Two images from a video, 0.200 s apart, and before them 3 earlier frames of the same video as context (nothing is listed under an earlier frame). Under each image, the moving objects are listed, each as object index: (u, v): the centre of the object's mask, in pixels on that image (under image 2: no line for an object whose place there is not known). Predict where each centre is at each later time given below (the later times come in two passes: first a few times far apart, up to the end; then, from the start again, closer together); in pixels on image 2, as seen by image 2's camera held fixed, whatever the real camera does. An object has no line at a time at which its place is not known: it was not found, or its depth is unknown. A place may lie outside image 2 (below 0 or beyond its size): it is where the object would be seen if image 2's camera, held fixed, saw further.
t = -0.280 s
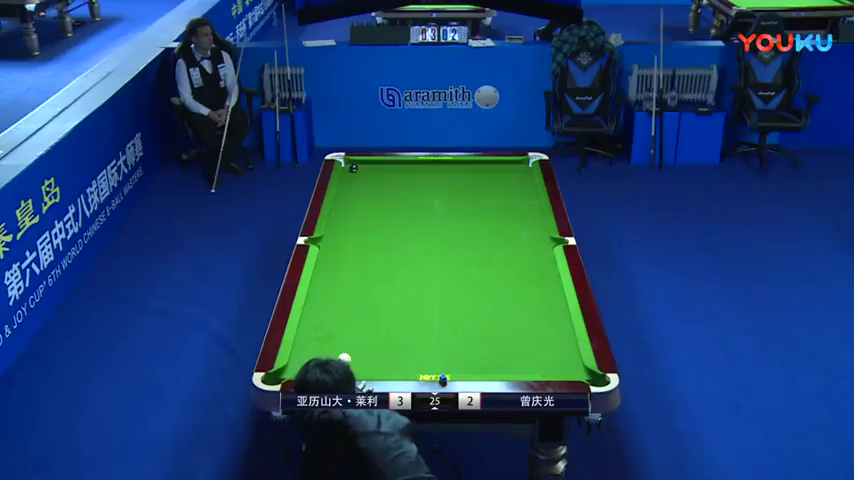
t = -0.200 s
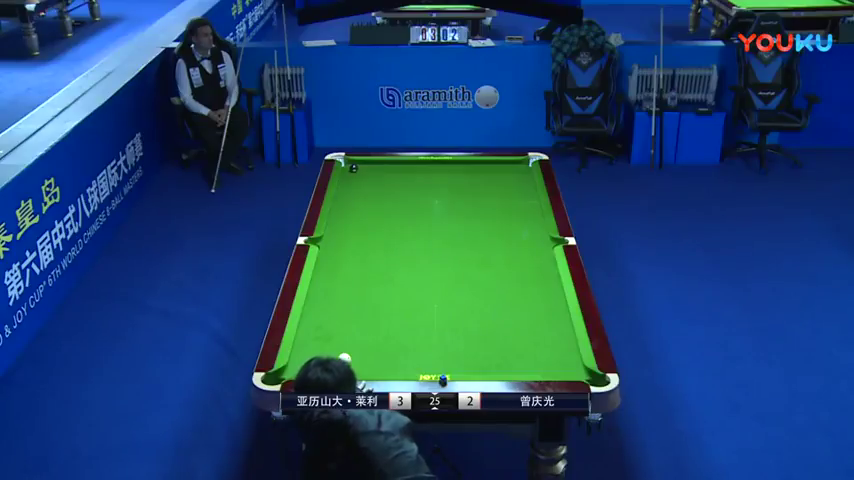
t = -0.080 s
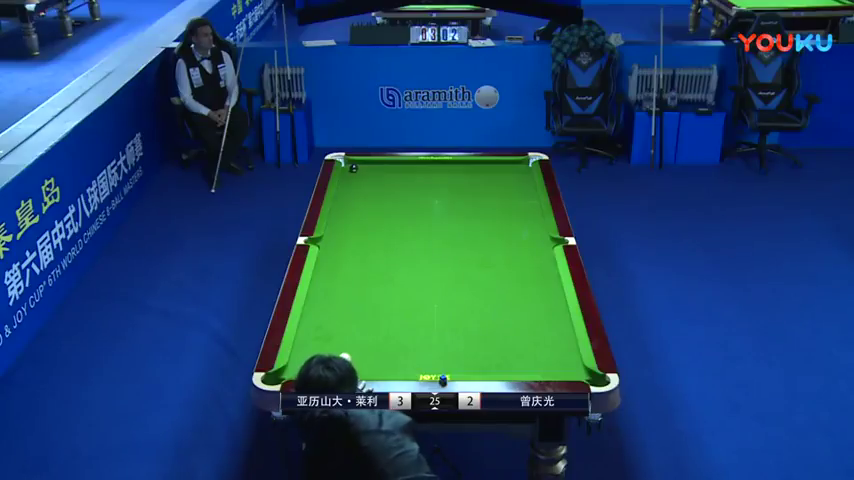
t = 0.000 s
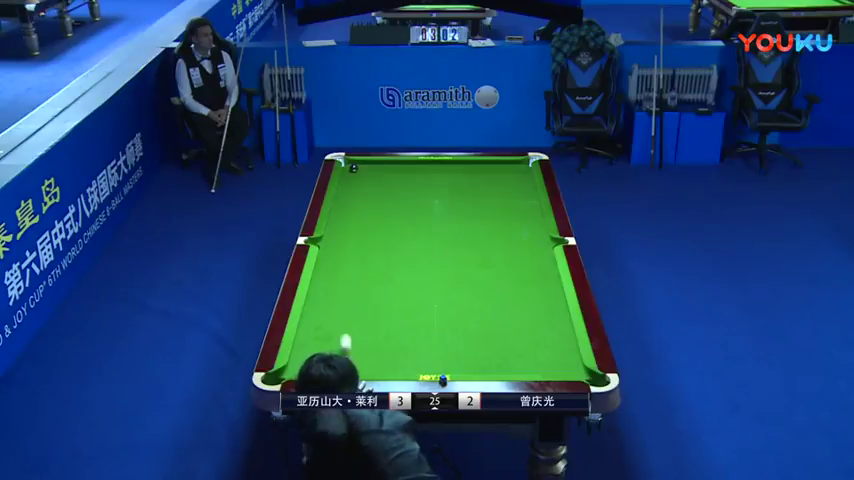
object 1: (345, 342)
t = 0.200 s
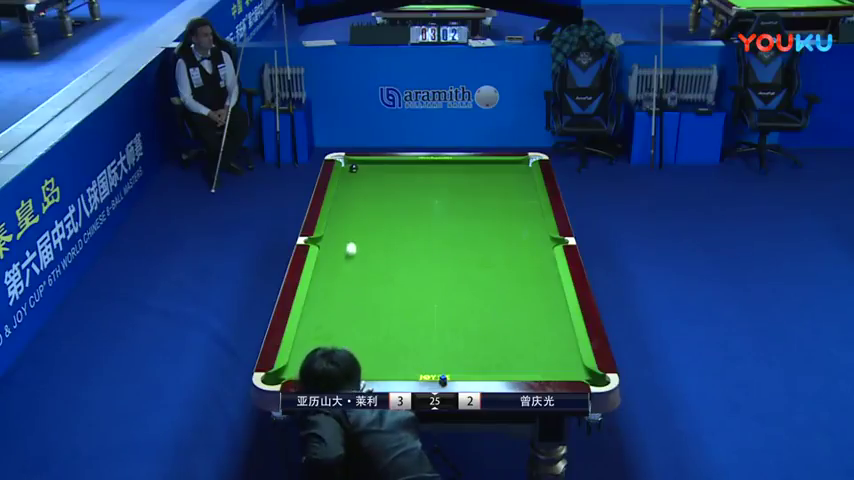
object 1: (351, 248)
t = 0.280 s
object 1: (353, 220)
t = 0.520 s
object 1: (367, 167)
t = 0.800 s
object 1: (414, 165)
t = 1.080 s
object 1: (459, 173)
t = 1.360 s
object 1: (503, 180)
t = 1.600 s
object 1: (525, 187)
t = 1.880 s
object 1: (499, 197)
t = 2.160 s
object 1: (474, 207)
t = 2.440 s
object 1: (448, 217)
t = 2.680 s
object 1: (425, 226)
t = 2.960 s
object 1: (399, 236)
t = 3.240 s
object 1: (371, 244)
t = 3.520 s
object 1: (345, 257)
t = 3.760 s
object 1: (321, 266)
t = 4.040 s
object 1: (330, 273)
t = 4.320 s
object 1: (341, 280)
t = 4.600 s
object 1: (352, 287)
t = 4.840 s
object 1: (360, 293)
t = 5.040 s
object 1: (367, 297)
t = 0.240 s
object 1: (352, 234)
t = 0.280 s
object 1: (353, 220)
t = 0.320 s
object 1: (354, 208)
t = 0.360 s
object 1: (354, 197)
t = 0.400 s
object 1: (355, 186)
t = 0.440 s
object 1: (356, 176)
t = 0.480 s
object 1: (359, 169)
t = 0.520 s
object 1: (367, 167)
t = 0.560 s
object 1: (375, 166)
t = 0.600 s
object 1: (382, 165)
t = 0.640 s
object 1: (389, 163)
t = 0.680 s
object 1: (396, 162)
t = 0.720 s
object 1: (402, 163)
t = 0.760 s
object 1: (408, 164)
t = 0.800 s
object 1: (414, 165)
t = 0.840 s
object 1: (421, 166)
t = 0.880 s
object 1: (427, 167)
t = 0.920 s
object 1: (433, 168)
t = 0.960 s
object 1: (440, 169)
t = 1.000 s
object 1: (446, 170)
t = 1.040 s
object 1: (452, 171)
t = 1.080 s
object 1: (459, 173)
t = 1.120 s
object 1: (465, 174)
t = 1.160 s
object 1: (471, 175)
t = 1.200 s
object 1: (477, 176)
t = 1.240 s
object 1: (484, 177)
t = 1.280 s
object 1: (490, 178)
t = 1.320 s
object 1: (497, 179)
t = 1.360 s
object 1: (503, 180)
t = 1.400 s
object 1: (509, 181)
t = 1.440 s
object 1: (516, 182)
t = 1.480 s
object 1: (522, 184)
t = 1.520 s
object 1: (529, 185)
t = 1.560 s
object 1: (529, 186)
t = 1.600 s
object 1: (525, 187)
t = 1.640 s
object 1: (521, 189)
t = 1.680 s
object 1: (517, 190)
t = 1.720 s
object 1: (513, 192)
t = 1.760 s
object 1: (510, 193)
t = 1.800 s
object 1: (506, 194)
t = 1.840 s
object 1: (503, 196)
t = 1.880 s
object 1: (499, 197)
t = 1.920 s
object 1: (495, 199)
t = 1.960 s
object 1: (492, 200)
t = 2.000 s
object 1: (488, 201)
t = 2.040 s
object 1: (485, 203)
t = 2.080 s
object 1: (481, 204)
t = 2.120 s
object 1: (478, 206)
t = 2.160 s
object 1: (474, 207)
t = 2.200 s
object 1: (470, 208)
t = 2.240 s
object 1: (466, 210)
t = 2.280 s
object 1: (463, 211)
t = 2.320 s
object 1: (459, 213)
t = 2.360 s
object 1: (455, 214)
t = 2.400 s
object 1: (452, 216)
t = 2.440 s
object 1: (448, 217)
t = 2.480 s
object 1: (444, 219)
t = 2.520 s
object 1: (440, 220)
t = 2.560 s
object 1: (437, 221)
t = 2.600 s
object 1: (433, 223)
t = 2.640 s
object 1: (429, 224)
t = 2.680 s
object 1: (425, 226)
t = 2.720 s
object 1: (422, 227)
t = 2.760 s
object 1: (418, 229)
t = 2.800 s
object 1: (414, 230)
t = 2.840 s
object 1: (410, 231)
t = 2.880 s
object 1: (407, 233)
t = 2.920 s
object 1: (403, 235)
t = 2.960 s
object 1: (399, 236)
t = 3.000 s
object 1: (395, 237)
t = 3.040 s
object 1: (391, 239)
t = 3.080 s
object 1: (388, 240)
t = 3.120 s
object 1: (384, 239)
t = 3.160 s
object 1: (381, 239)
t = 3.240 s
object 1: (371, 244)
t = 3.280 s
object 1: (368, 248)
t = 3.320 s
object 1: (364, 249)
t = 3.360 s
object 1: (360, 251)
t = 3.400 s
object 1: (357, 252)
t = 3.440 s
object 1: (353, 254)
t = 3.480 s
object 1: (349, 255)
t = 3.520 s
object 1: (345, 257)
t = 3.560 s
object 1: (341, 258)
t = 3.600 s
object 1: (337, 260)
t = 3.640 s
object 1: (333, 261)
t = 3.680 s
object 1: (329, 263)
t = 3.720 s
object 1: (325, 264)
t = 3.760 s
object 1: (321, 266)
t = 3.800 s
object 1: (320, 267)
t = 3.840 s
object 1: (322, 268)
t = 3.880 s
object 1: (324, 269)
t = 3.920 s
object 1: (326, 270)
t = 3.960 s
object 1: (327, 271)
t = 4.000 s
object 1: (329, 272)
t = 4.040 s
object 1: (330, 273)
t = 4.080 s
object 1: (332, 274)
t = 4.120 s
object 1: (333, 275)
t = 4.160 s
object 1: (335, 276)
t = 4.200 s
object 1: (336, 277)
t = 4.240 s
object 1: (338, 278)
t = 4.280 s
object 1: (340, 279)
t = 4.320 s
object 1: (341, 280)
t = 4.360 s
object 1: (343, 281)
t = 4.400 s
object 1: (344, 282)
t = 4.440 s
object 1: (346, 283)
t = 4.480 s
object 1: (347, 284)
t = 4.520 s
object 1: (349, 285)
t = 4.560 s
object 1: (350, 286)
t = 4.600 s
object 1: (352, 287)
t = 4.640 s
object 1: (353, 288)
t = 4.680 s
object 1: (354, 289)
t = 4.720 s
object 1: (356, 290)
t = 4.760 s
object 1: (357, 291)
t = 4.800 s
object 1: (359, 292)
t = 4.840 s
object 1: (360, 293)
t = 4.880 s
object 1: (362, 294)
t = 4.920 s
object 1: (363, 295)
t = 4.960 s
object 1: (365, 295)
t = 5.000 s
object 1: (366, 296)
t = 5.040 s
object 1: (367, 297)
